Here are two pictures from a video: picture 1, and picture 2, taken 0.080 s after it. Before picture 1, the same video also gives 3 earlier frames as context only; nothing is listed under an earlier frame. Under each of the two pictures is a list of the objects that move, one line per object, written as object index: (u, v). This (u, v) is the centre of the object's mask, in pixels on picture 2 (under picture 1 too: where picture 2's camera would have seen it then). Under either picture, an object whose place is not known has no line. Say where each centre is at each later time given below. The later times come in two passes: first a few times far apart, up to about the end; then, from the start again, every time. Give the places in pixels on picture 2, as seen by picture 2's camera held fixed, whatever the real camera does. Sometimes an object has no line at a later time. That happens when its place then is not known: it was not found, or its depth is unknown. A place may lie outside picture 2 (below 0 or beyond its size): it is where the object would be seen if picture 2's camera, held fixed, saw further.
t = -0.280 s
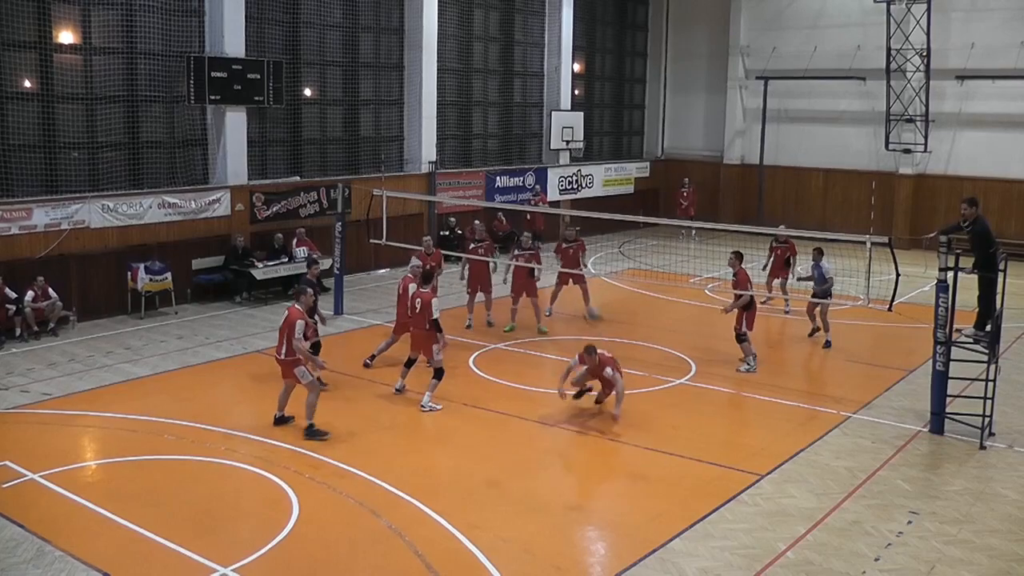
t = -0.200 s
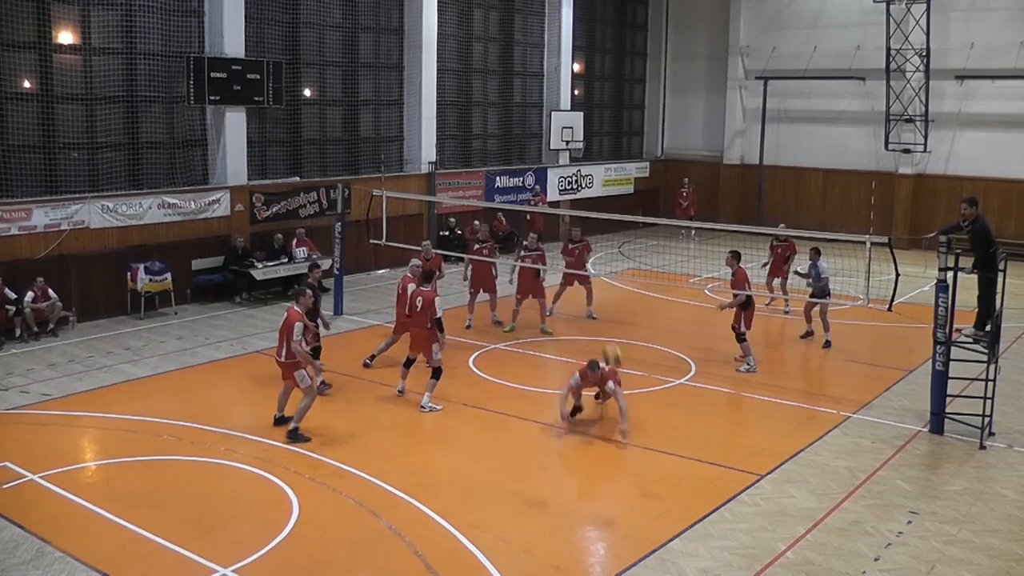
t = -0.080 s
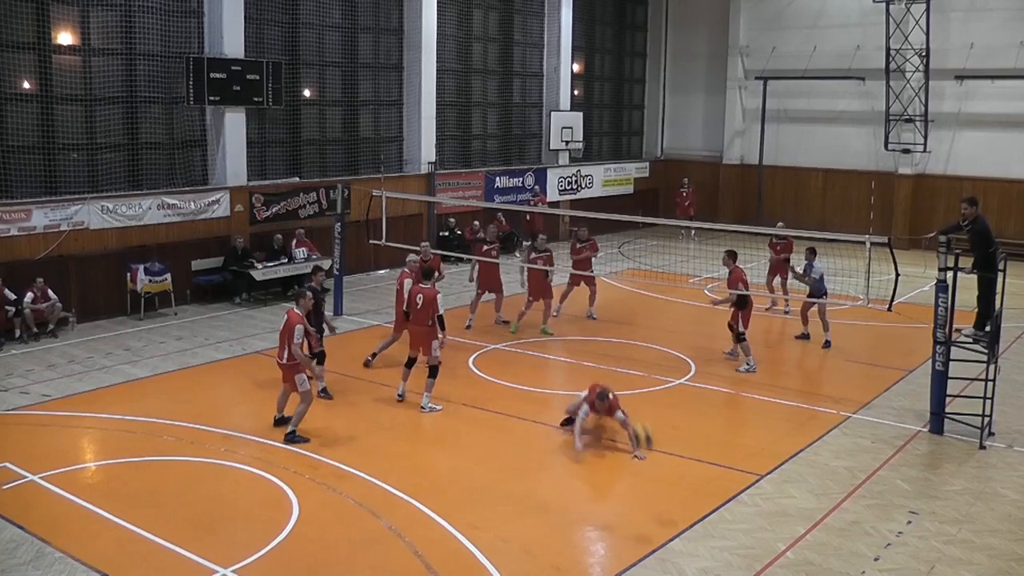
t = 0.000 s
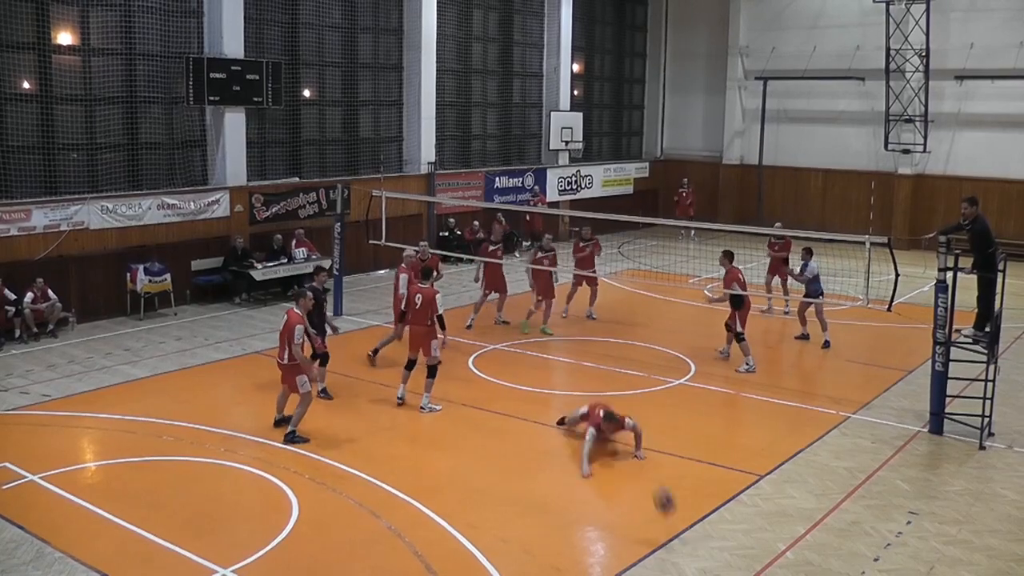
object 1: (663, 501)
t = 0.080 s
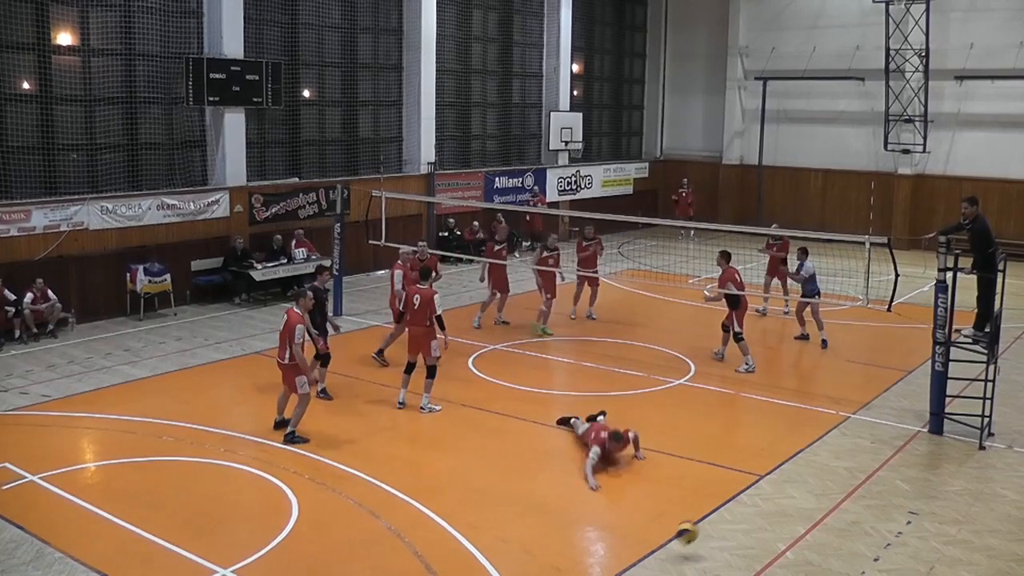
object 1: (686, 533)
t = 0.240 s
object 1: (739, 492)
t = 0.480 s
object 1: (830, 479)
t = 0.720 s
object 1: (938, 546)
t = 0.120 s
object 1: (699, 520)
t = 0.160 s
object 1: (712, 510)
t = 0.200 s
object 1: (725, 501)
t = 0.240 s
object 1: (739, 492)
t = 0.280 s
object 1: (753, 485)
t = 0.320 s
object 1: (767, 480)
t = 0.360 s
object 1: (783, 478)
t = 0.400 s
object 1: (797, 475)
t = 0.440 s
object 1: (814, 476)
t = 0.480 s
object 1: (830, 479)
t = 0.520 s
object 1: (848, 484)
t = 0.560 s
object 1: (864, 490)
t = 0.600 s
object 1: (883, 501)
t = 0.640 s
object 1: (901, 514)
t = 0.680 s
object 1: (919, 527)
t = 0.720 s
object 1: (938, 546)
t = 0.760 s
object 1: (956, 562)
